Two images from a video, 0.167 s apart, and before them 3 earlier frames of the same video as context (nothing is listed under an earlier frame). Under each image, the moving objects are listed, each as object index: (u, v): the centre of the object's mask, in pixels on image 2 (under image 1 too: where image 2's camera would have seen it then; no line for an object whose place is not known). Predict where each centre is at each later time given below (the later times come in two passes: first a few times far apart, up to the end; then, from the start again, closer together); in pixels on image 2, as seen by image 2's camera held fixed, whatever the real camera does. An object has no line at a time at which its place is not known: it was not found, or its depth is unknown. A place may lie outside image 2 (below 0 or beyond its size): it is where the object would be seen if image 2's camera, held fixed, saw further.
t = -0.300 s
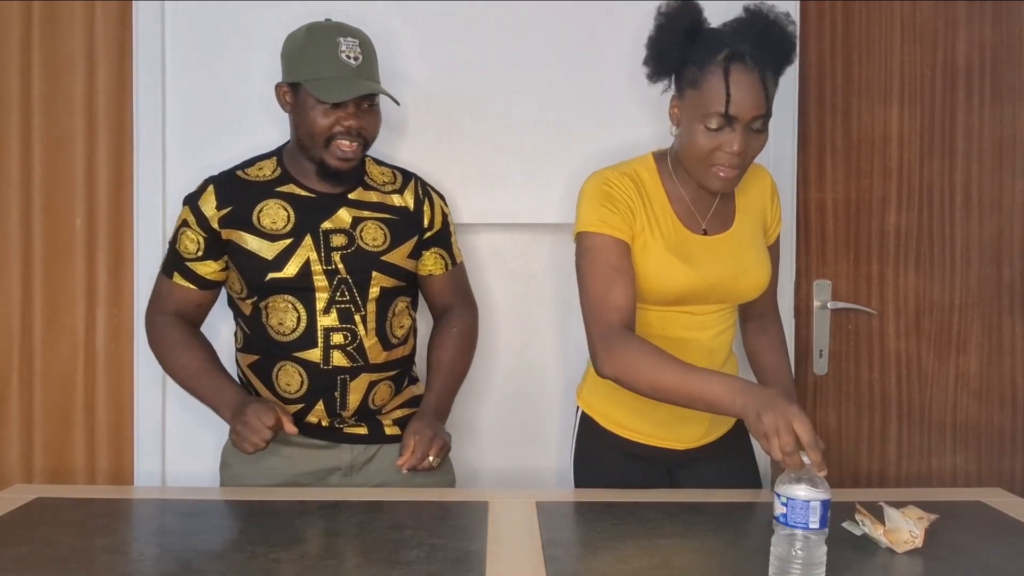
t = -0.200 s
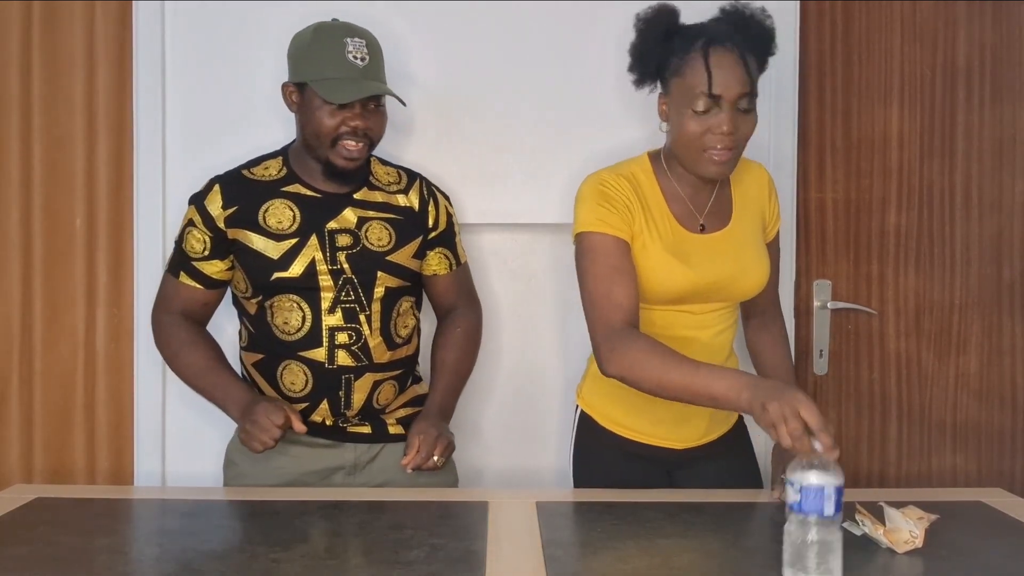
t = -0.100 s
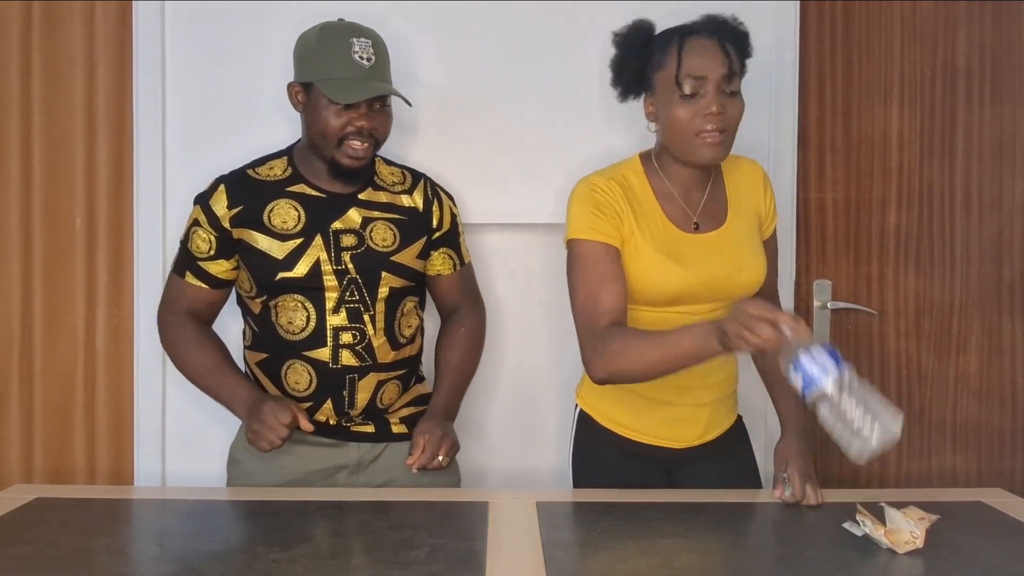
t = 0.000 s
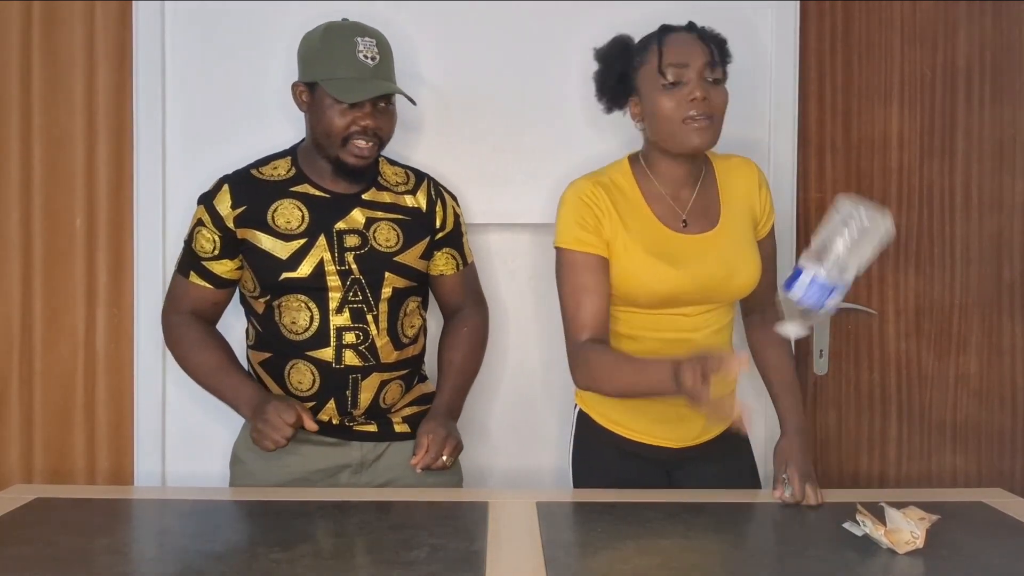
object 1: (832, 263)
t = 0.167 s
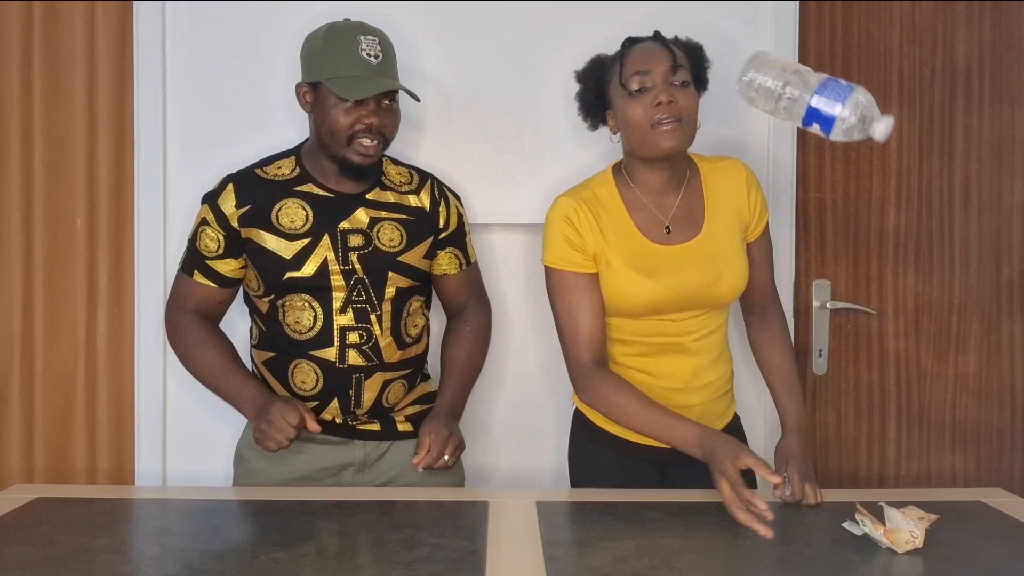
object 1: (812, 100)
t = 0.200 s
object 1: (802, 95)
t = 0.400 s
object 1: (728, 277)
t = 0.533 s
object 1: (681, 519)
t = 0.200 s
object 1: (802, 95)
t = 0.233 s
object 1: (793, 100)
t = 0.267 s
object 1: (783, 114)
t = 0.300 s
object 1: (768, 138)
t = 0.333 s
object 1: (754, 175)
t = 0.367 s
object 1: (741, 220)
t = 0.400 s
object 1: (728, 277)
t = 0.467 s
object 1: (701, 423)
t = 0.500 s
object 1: (689, 503)
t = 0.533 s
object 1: (681, 519)
